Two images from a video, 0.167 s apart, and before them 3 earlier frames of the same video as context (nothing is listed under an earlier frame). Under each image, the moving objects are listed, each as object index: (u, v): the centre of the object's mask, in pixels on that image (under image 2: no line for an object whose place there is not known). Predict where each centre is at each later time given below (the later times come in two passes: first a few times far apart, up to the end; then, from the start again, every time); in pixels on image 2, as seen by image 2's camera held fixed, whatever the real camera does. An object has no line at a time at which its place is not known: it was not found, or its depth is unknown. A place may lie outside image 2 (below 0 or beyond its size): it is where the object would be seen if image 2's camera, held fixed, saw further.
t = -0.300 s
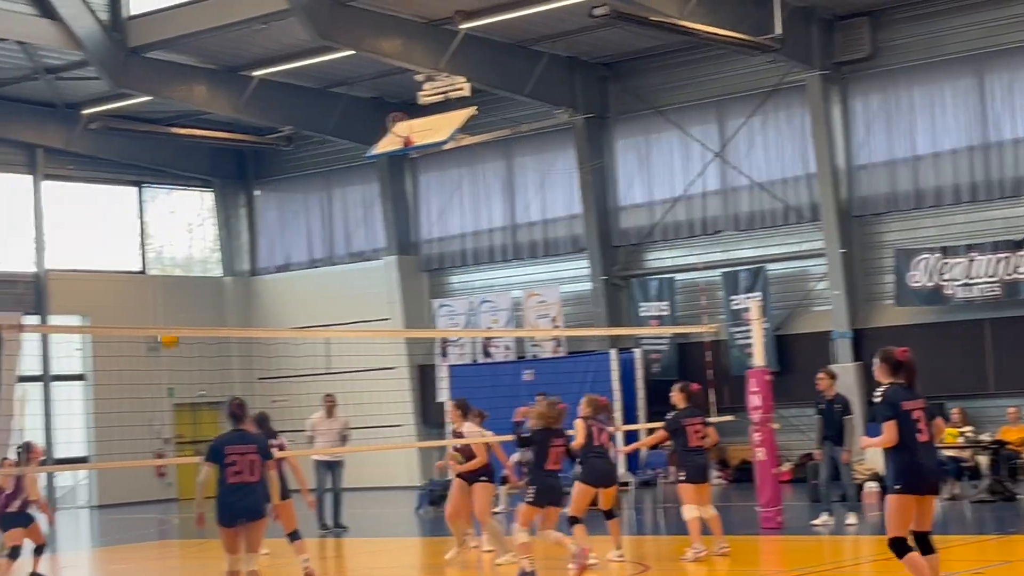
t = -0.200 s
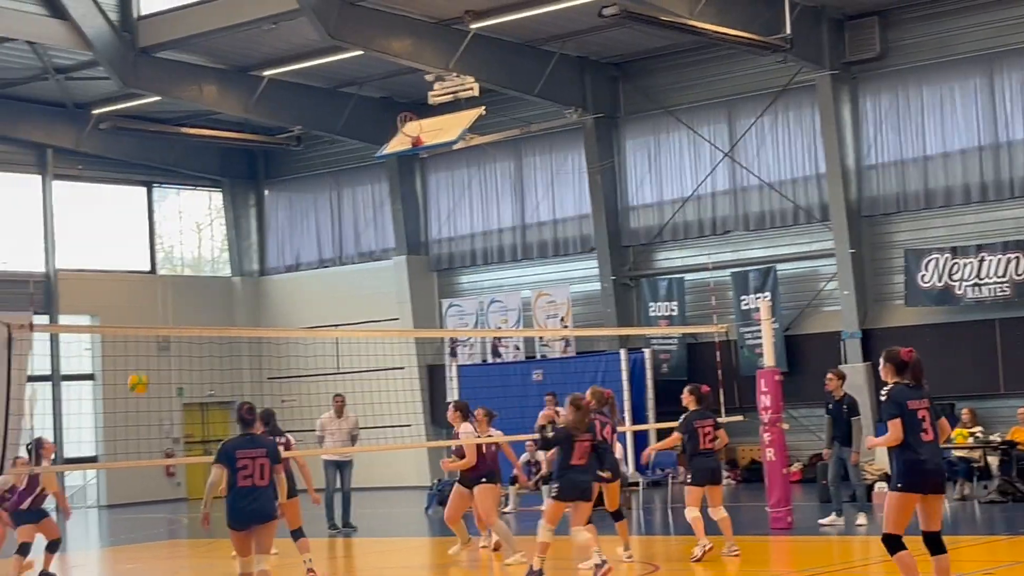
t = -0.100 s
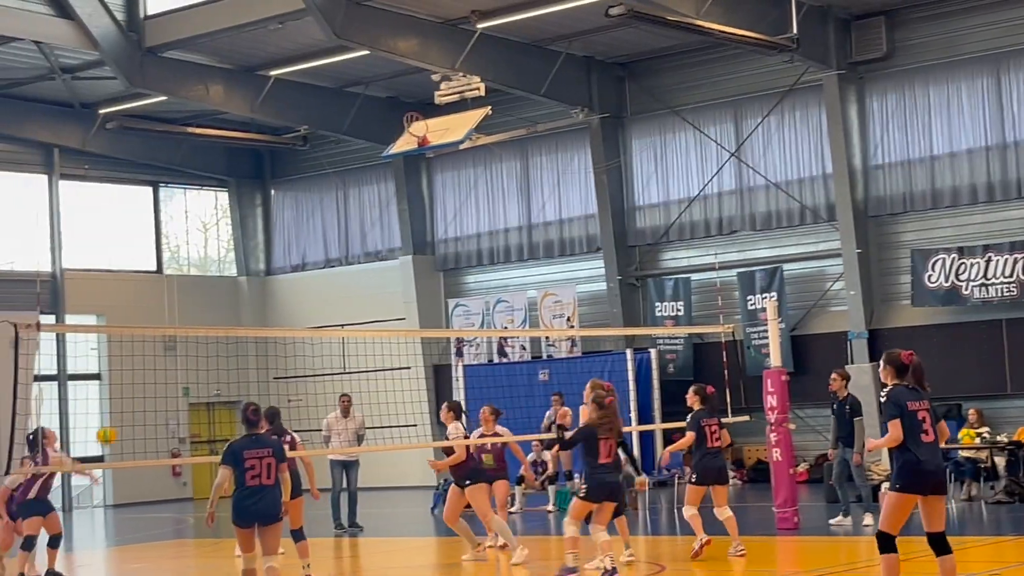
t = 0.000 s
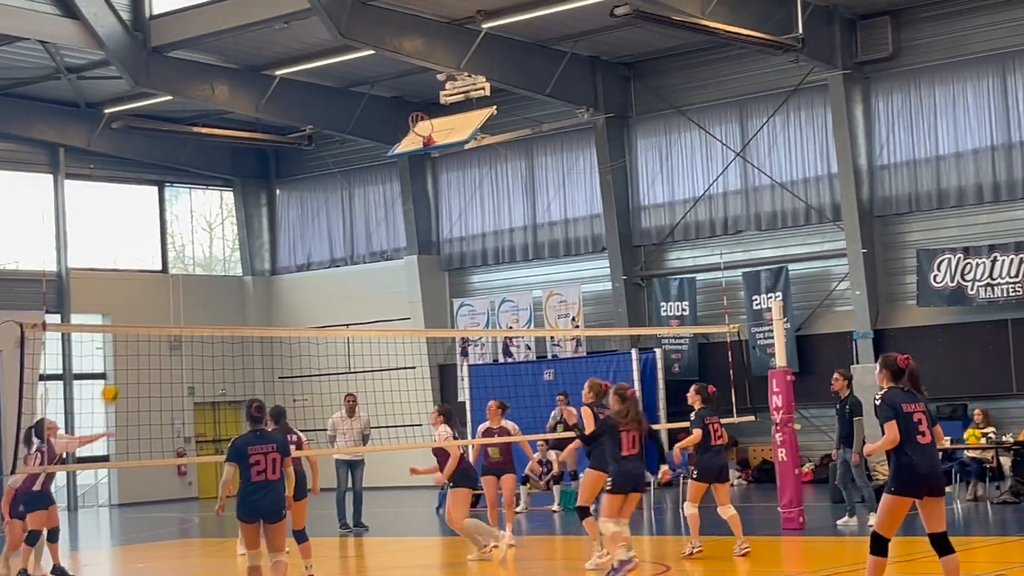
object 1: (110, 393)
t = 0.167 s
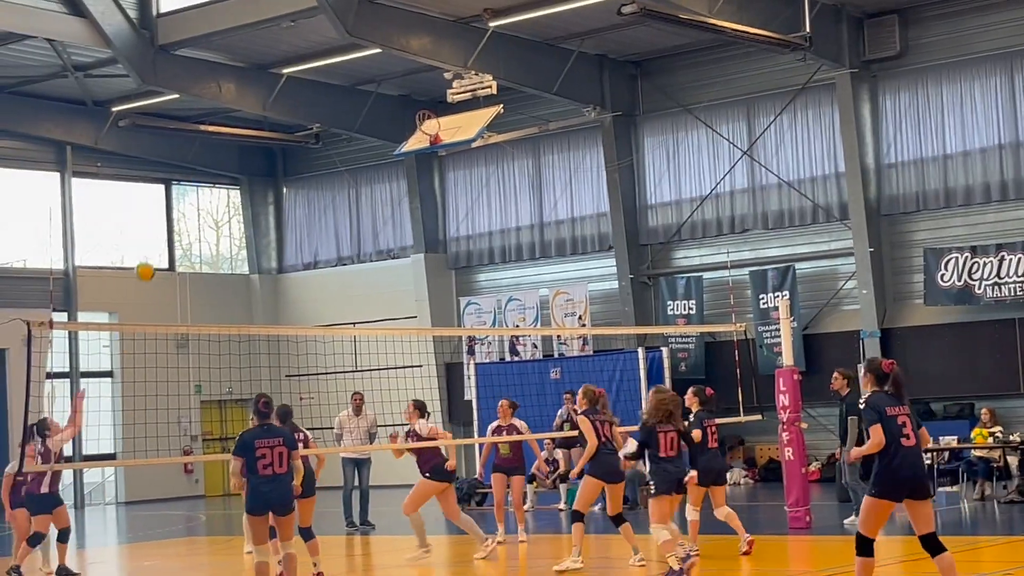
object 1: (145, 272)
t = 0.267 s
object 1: (163, 212)
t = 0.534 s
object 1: (209, 104)
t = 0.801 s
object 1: (259, 64)
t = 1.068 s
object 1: (312, 94)
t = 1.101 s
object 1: (319, 103)
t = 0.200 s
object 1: (151, 250)
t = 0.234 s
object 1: (157, 231)
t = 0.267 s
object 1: (163, 212)
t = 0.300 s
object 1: (168, 194)
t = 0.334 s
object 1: (174, 178)
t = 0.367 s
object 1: (180, 163)
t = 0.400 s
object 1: (186, 150)
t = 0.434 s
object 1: (192, 137)
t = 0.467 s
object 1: (197, 125)
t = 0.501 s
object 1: (203, 114)
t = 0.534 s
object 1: (209, 104)
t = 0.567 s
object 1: (215, 95)
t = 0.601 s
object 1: (221, 88)
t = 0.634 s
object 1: (227, 81)
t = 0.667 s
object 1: (234, 75)
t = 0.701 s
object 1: (240, 71)
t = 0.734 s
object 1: (246, 68)
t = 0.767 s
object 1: (253, 65)
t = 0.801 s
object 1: (259, 64)
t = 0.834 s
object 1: (265, 64)
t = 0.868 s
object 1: (272, 65)
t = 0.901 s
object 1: (278, 68)
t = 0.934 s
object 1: (285, 70)
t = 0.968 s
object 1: (292, 75)
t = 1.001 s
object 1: (299, 81)
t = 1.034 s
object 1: (306, 87)
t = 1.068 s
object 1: (312, 94)
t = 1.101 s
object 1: (319, 103)
